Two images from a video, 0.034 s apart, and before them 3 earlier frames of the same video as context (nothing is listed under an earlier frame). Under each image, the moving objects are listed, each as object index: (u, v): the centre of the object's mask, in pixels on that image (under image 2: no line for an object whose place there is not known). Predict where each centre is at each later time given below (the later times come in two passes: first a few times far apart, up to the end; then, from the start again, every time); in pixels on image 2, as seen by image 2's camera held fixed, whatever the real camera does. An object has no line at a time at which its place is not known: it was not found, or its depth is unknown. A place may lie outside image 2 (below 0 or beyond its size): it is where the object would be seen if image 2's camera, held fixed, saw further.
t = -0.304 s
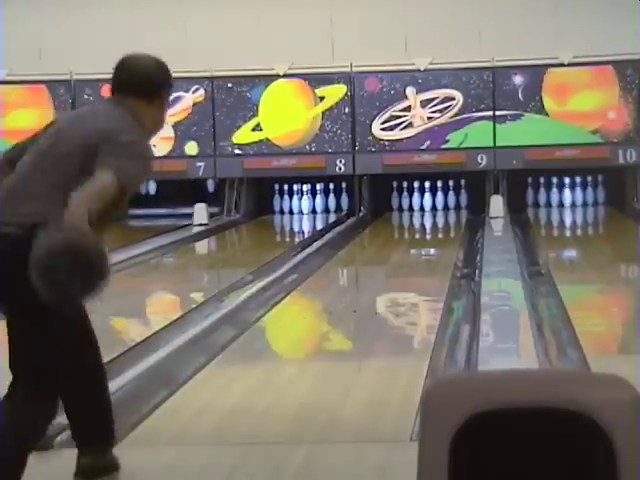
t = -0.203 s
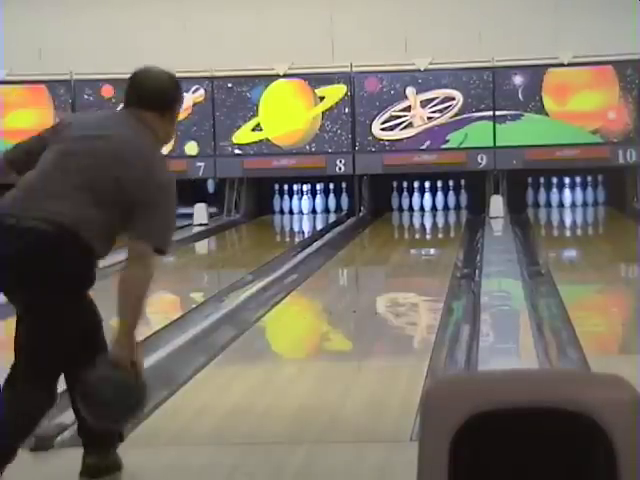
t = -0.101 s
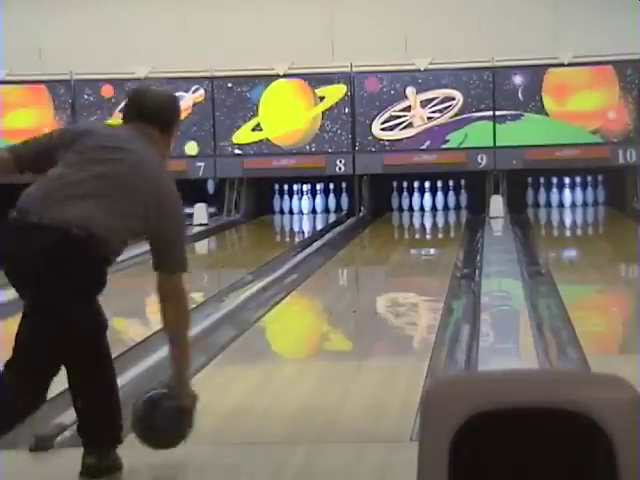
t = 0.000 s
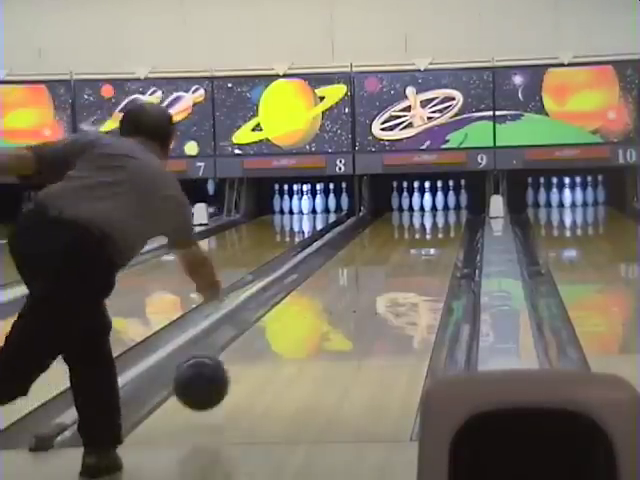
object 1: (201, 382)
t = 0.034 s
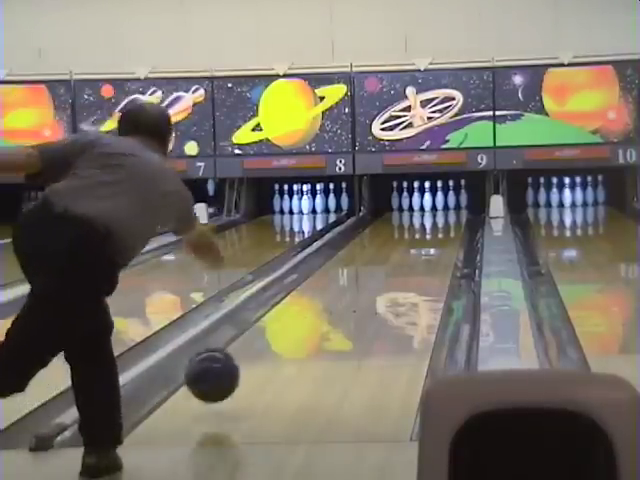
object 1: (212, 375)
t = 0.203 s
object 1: (259, 352)
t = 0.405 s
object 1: (301, 321)
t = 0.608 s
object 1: (332, 297)
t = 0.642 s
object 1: (336, 294)
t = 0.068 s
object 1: (223, 371)
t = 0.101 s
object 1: (233, 370)
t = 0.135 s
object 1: (243, 365)
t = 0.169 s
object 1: (251, 358)
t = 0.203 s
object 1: (259, 352)
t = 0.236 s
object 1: (267, 346)
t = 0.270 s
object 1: (275, 341)
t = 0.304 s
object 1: (282, 336)
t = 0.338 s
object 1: (289, 330)
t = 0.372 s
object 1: (295, 325)
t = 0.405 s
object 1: (301, 321)
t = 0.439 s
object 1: (307, 316)
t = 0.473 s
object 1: (312, 312)
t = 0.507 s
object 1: (318, 308)
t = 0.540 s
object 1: (323, 304)
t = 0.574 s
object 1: (327, 301)
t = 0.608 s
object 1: (332, 297)
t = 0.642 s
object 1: (336, 294)
